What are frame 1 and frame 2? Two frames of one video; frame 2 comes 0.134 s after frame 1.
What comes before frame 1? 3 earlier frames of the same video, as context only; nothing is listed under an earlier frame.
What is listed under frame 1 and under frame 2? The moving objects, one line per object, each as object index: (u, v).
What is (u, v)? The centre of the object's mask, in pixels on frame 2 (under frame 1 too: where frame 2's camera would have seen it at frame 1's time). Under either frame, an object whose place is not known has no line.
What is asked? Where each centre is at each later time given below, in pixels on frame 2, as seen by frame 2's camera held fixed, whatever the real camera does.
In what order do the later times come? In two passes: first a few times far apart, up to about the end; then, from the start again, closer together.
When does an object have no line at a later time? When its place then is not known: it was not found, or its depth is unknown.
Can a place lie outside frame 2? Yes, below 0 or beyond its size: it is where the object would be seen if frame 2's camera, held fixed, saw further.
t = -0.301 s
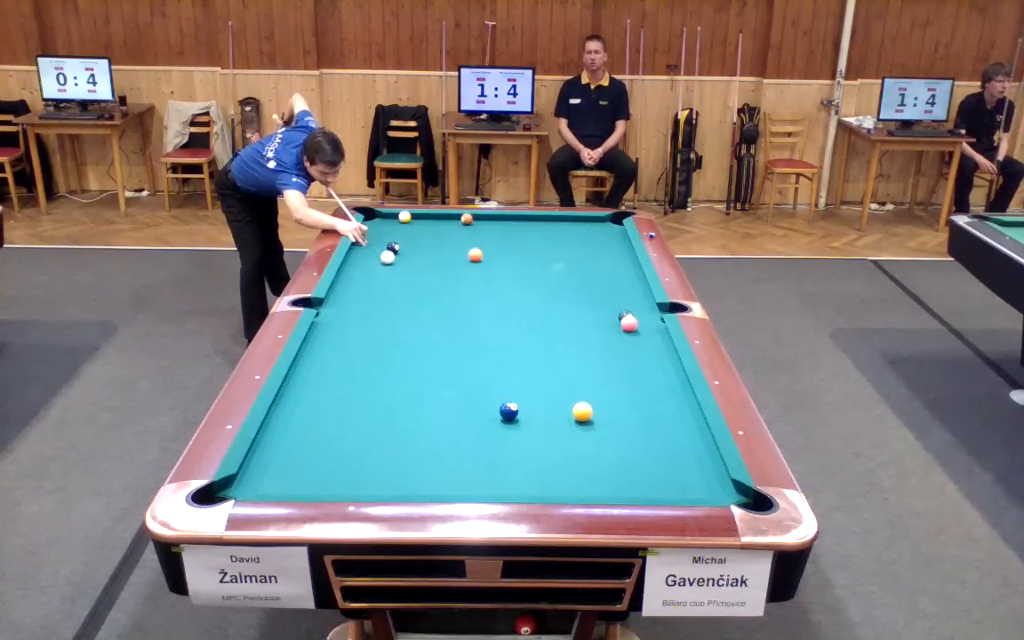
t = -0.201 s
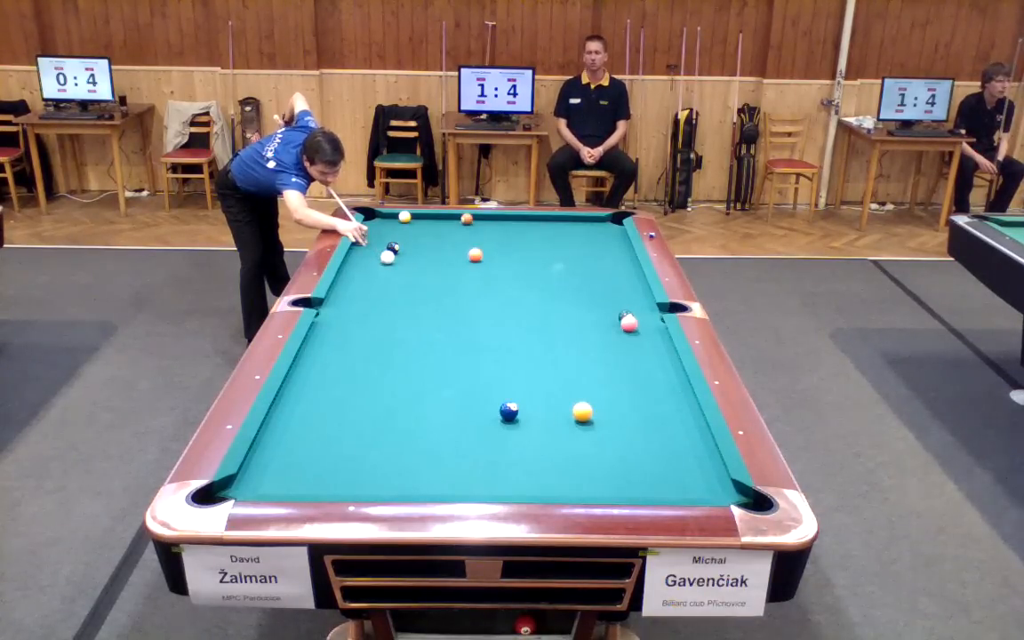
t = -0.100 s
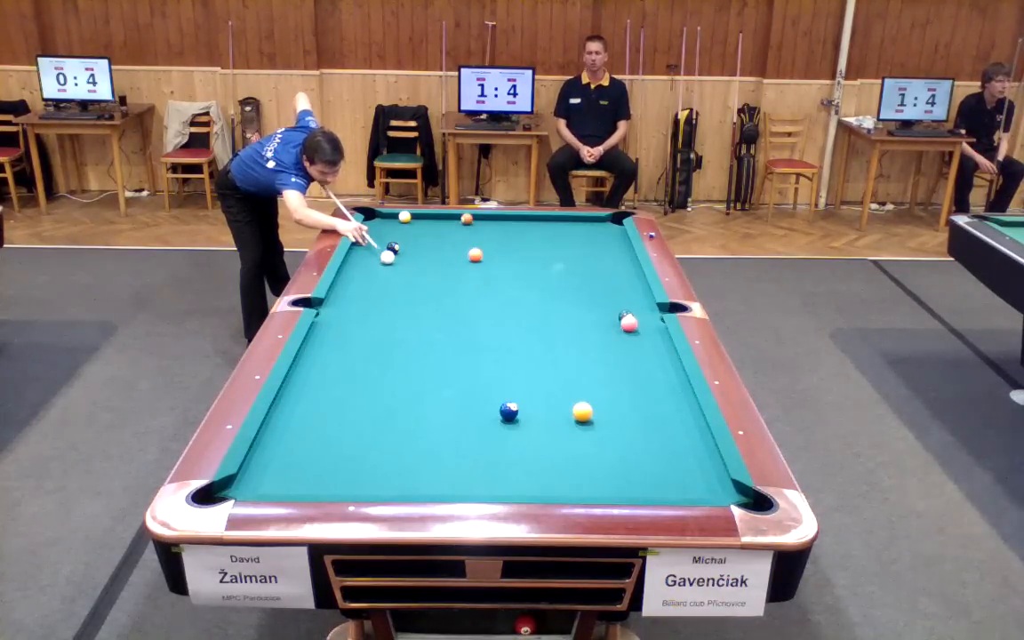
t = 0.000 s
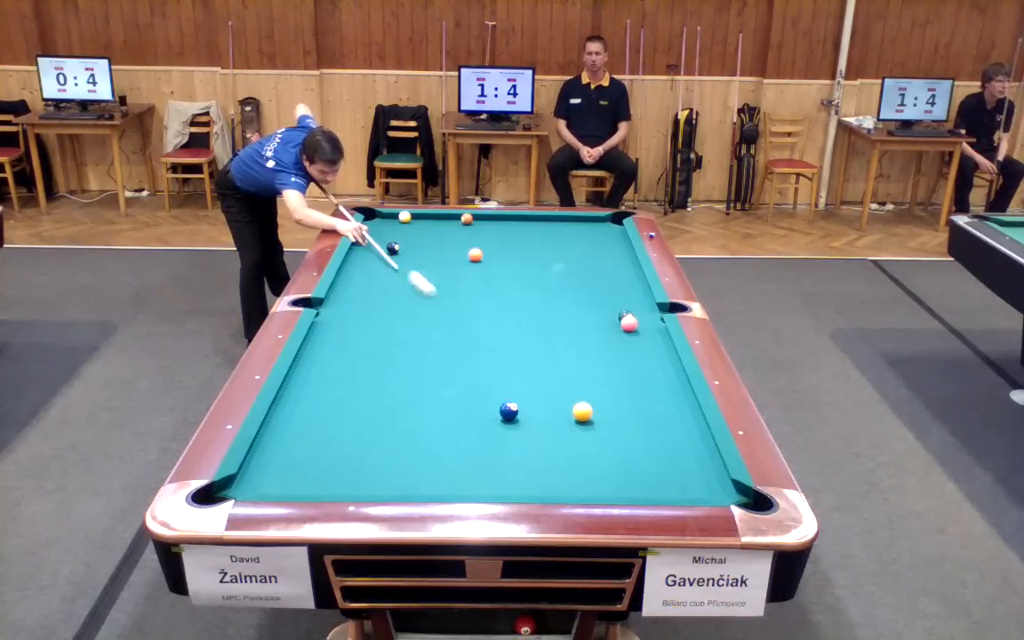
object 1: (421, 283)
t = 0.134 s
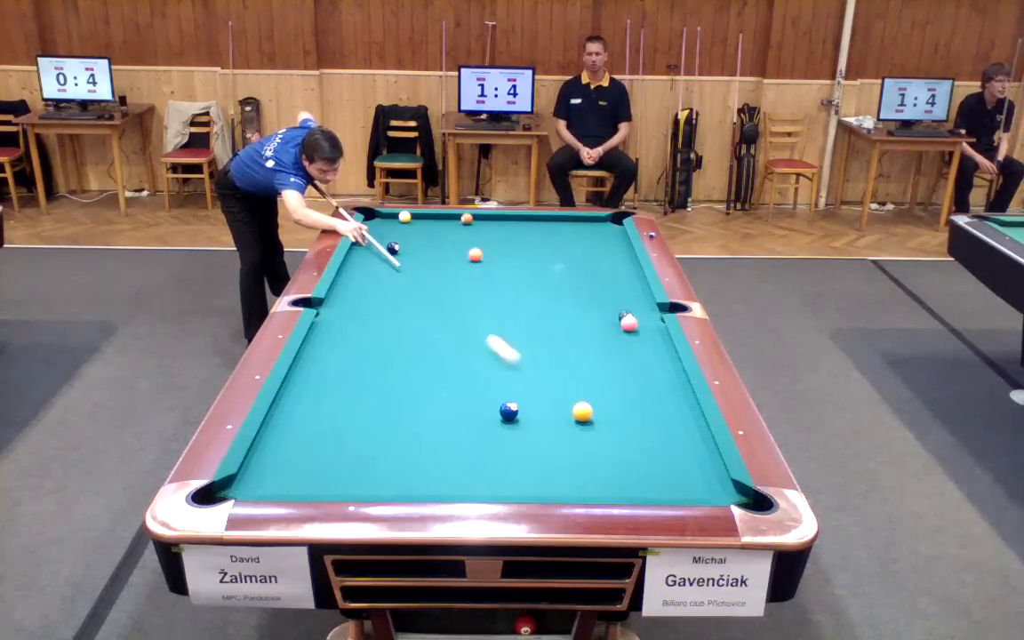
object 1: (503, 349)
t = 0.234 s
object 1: (559, 410)
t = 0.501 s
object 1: (513, 440)
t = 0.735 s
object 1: (473, 467)
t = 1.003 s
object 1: (425, 481)
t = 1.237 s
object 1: (390, 465)
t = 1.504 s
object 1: (353, 447)
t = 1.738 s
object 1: (324, 432)
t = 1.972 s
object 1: (297, 419)
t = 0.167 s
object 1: (554, 390)
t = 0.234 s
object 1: (559, 410)
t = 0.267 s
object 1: (552, 414)
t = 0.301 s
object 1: (546, 418)
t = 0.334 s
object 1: (540, 422)
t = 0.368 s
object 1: (535, 425)
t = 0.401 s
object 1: (530, 429)
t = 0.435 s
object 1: (524, 432)
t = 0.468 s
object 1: (519, 436)
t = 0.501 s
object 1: (513, 440)
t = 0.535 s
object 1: (508, 444)
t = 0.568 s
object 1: (502, 447)
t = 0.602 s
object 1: (496, 451)
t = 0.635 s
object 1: (490, 455)
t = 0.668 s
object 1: (485, 459)
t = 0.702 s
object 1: (479, 463)
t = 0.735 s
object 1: (473, 467)
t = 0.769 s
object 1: (467, 471)
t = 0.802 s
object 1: (461, 475)
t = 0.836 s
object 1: (455, 479)
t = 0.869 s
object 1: (448, 482)
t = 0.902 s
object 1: (442, 485)
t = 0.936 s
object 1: (436, 485)
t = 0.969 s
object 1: (430, 483)
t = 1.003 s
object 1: (425, 481)
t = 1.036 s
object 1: (419, 479)
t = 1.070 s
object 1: (414, 477)
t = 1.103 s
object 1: (409, 475)
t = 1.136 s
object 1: (404, 472)
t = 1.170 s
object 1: (399, 470)
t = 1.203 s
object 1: (394, 467)
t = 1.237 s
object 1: (390, 465)
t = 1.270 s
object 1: (385, 462)
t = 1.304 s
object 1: (380, 460)
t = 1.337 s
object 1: (375, 458)
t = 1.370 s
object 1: (371, 456)
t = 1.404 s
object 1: (366, 453)
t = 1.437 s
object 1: (362, 451)
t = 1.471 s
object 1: (357, 449)
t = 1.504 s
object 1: (353, 447)
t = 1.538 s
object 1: (349, 445)
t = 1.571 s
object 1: (344, 443)
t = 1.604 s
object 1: (340, 441)
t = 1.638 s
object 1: (336, 438)
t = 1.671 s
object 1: (332, 436)
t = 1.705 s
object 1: (328, 435)
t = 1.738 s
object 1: (324, 432)
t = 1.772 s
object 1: (320, 431)
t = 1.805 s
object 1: (316, 429)
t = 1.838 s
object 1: (312, 426)
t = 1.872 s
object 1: (309, 425)
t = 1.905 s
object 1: (305, 423)
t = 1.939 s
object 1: (301, 421)
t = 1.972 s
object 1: (297, 419)
